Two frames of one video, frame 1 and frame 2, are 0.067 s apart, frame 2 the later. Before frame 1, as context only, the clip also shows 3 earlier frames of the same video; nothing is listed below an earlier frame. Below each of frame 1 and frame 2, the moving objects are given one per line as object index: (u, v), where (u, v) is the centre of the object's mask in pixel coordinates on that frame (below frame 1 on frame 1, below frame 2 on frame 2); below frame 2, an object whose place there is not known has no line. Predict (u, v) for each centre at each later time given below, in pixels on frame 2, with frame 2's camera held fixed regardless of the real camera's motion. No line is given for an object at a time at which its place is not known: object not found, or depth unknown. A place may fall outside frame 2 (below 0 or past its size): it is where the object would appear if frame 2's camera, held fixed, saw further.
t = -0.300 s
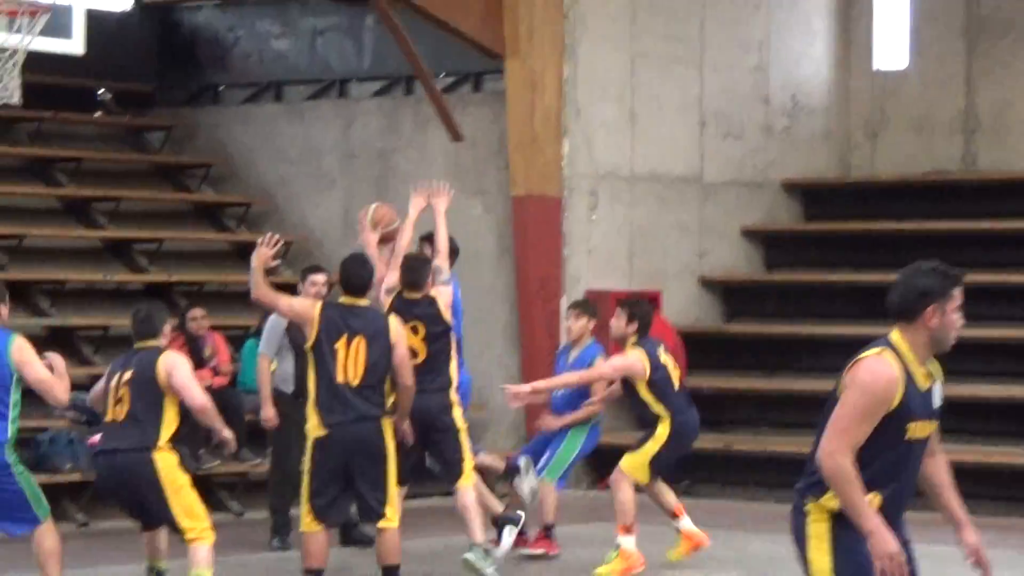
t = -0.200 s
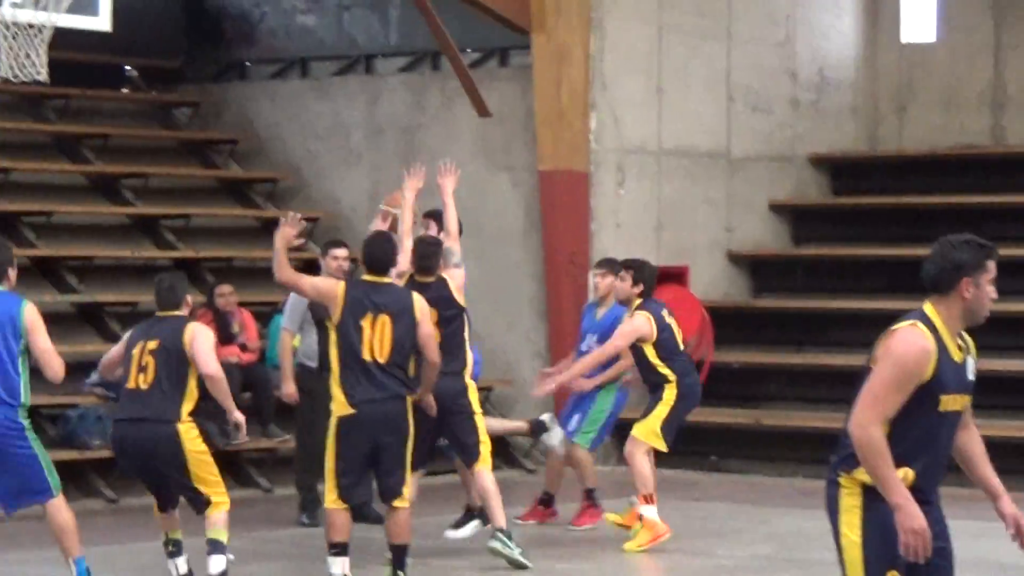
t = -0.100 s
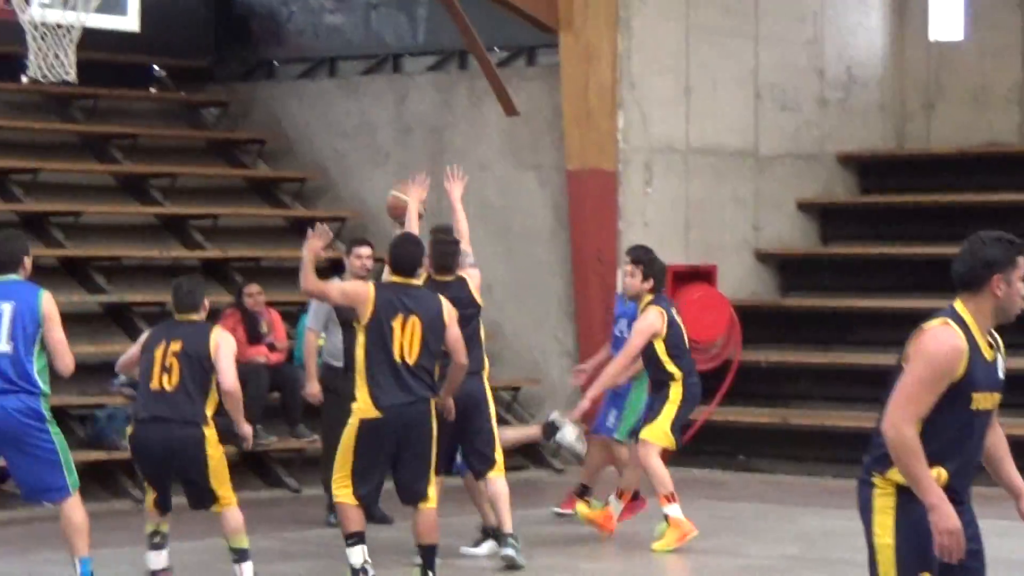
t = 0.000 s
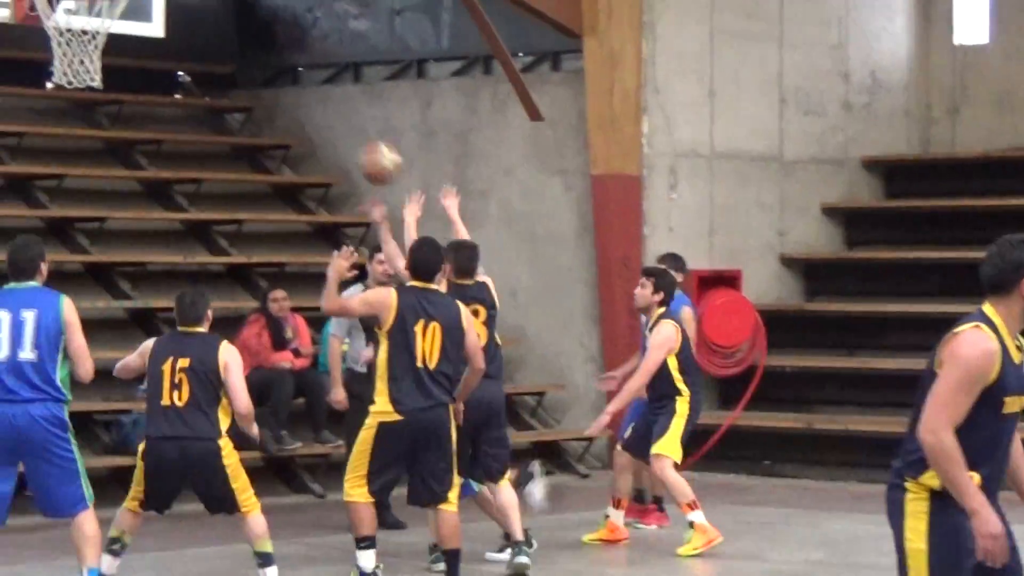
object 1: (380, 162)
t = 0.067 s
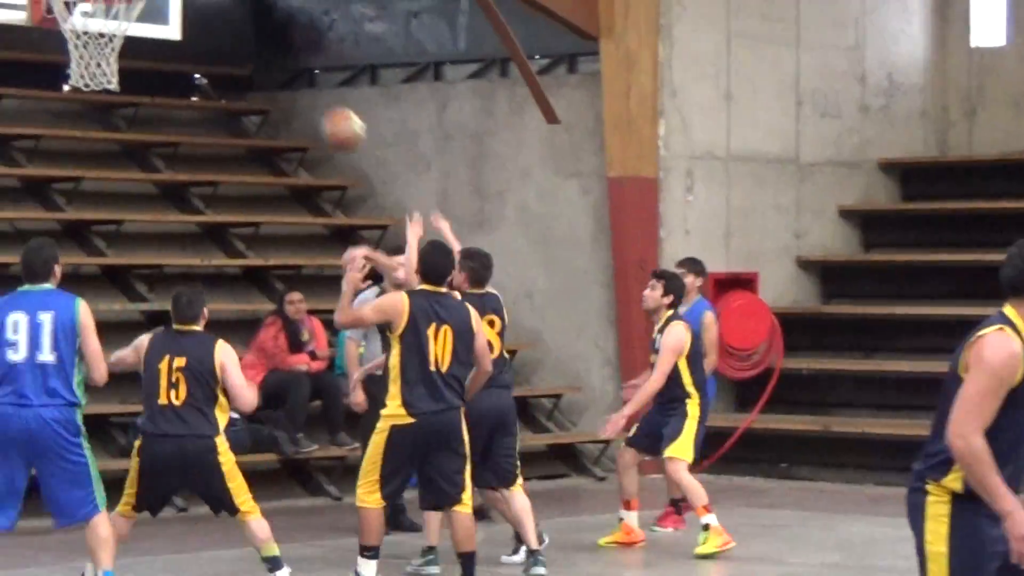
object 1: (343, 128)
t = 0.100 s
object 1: (316, 112)
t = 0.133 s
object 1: (288, 100)
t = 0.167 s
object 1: (262, 88)
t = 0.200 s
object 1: (234, 79)
